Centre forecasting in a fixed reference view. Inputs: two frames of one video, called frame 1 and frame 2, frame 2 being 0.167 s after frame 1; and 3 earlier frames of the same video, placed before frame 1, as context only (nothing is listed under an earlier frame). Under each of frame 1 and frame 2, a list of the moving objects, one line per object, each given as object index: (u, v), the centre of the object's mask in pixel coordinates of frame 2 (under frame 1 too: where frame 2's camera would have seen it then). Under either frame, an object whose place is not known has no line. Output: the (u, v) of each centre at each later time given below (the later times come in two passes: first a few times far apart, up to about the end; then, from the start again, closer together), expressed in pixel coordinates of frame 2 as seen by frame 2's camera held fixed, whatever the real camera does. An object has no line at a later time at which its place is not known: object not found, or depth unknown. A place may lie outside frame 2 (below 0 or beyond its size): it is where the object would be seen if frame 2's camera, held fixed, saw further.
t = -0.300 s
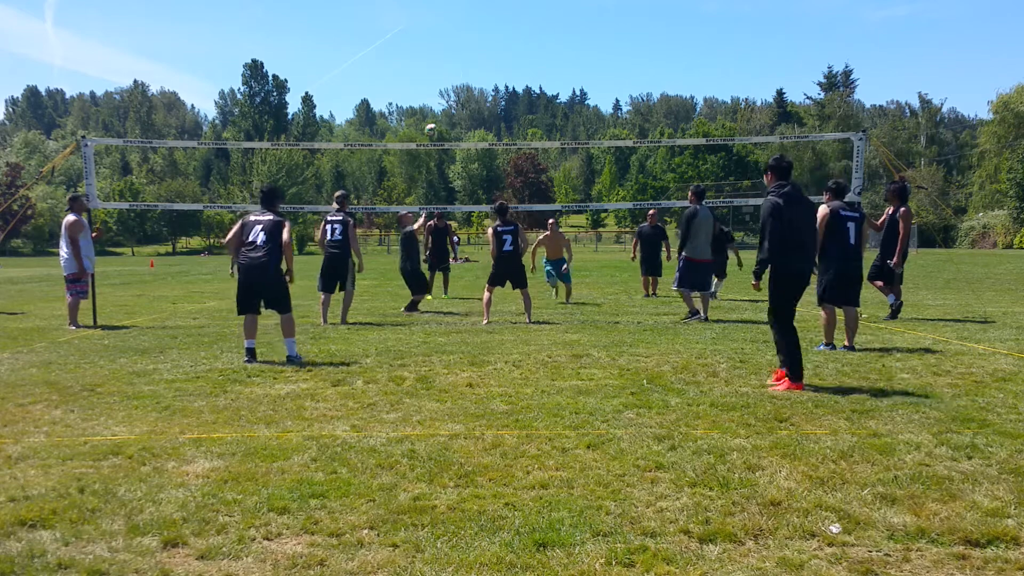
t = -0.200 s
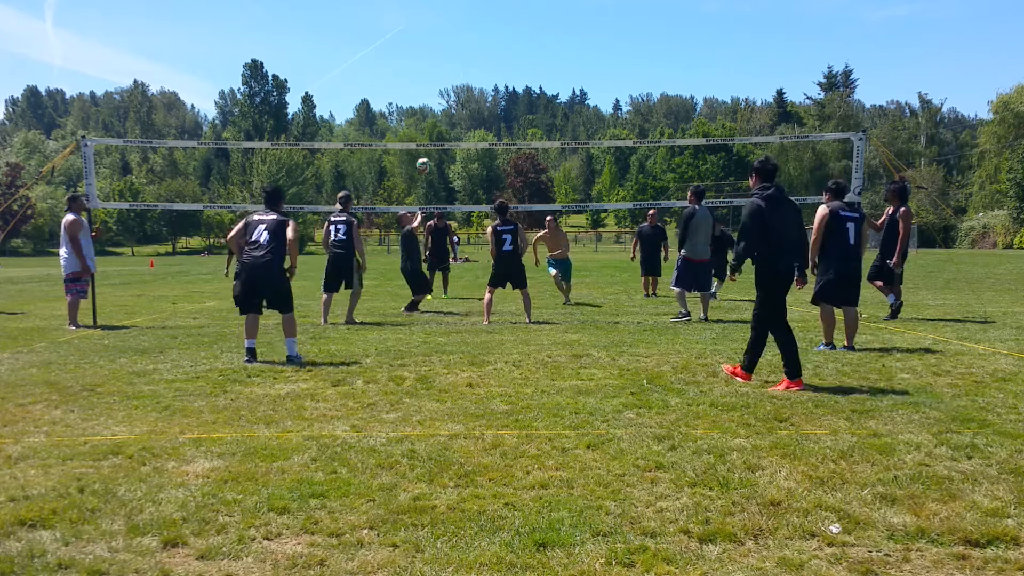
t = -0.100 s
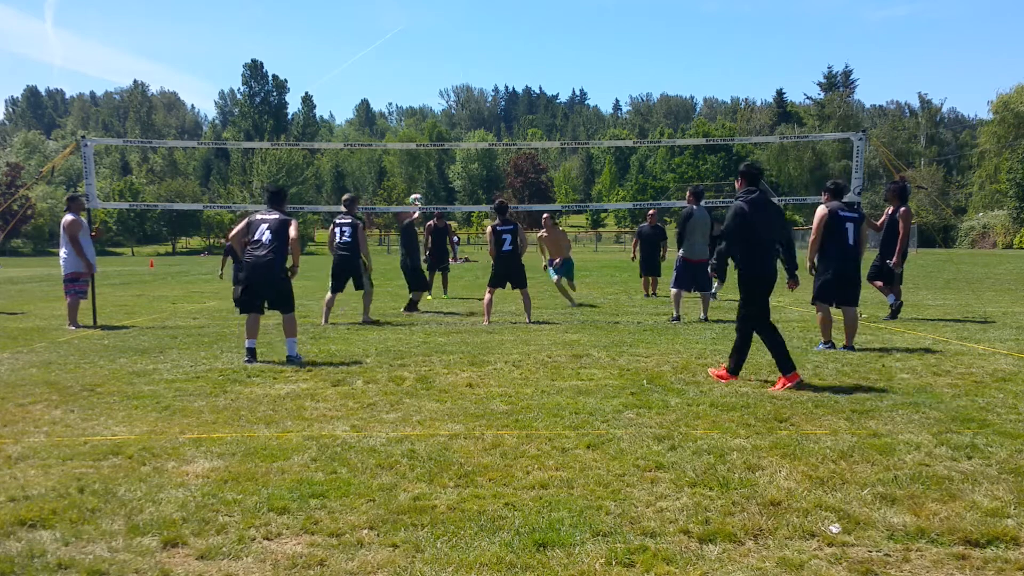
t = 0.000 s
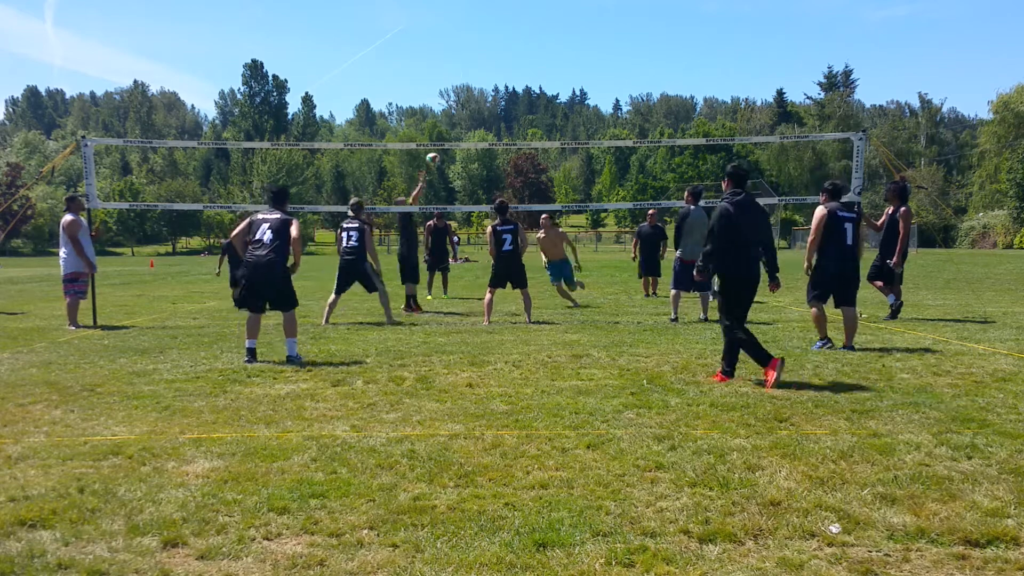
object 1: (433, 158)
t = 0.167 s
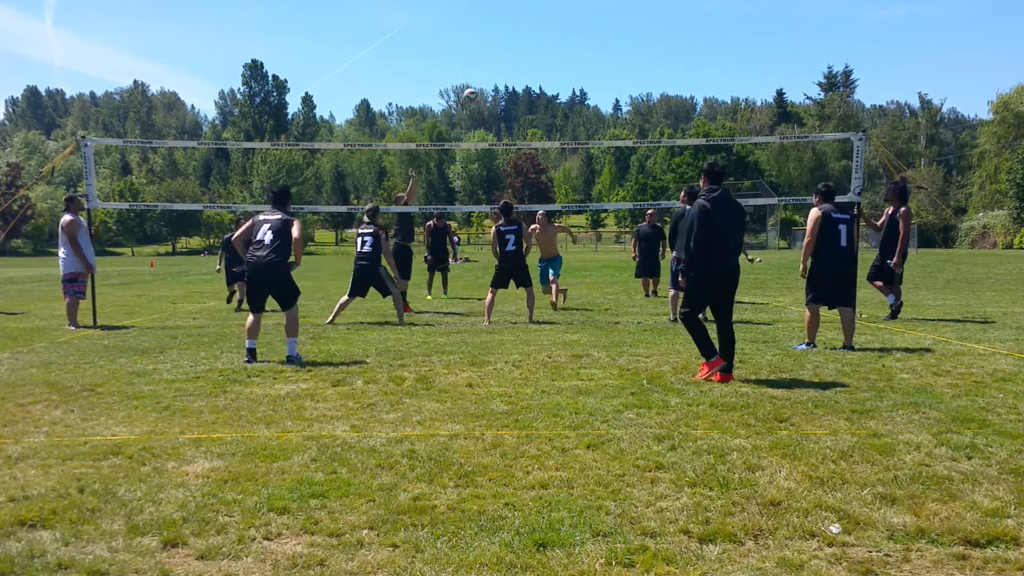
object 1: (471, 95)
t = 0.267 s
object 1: (493, 67)
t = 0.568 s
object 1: (557, 22)
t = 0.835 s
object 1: (613, 38)
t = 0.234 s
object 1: (485, 76)
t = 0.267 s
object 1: (493, 67)
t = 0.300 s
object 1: (500, 59)
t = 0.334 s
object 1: (507, 52)
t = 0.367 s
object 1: (514, 45)
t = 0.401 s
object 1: (522, 39)
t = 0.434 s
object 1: (529, 34)
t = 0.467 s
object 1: (536, 30)
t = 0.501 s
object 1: (543, 26)
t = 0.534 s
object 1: (550, 24)
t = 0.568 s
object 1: (557, 22)
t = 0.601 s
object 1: (564, 21)
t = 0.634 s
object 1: (572, 21)
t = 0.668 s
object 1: (578, 22)
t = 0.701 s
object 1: (585, 23)
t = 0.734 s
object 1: (592, 25)
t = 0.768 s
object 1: (599, 29)
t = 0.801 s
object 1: (606, 33)
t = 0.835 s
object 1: (613, 38)
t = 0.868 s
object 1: (620, 43)
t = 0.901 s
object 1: (626, 50)
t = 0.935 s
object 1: (633, 57)
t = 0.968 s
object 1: (640, 65)
